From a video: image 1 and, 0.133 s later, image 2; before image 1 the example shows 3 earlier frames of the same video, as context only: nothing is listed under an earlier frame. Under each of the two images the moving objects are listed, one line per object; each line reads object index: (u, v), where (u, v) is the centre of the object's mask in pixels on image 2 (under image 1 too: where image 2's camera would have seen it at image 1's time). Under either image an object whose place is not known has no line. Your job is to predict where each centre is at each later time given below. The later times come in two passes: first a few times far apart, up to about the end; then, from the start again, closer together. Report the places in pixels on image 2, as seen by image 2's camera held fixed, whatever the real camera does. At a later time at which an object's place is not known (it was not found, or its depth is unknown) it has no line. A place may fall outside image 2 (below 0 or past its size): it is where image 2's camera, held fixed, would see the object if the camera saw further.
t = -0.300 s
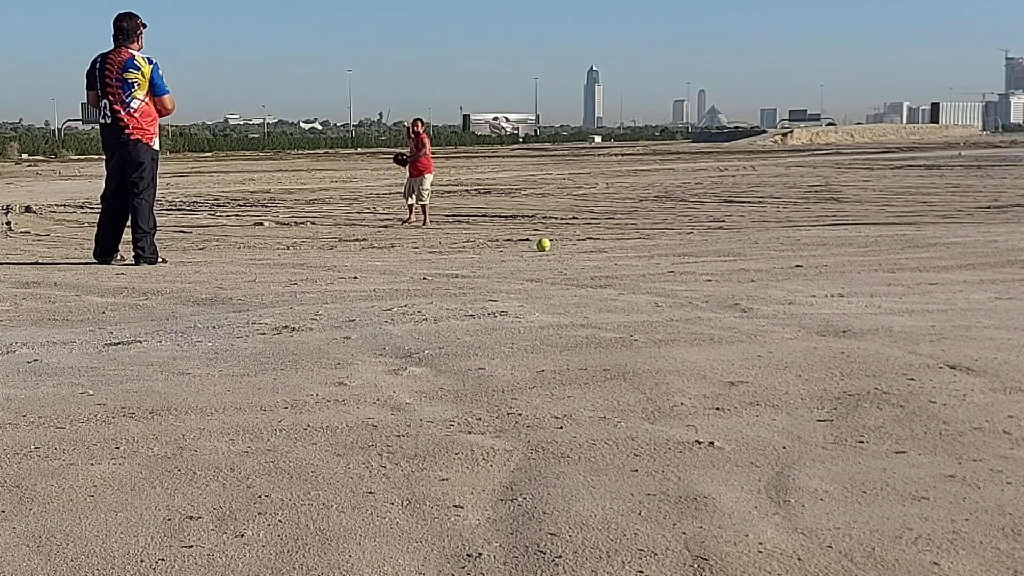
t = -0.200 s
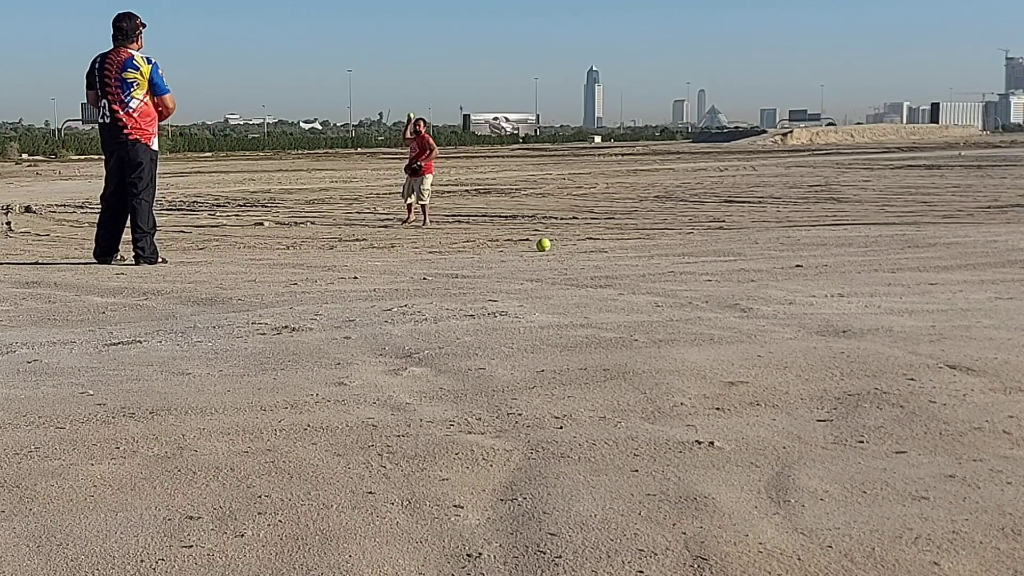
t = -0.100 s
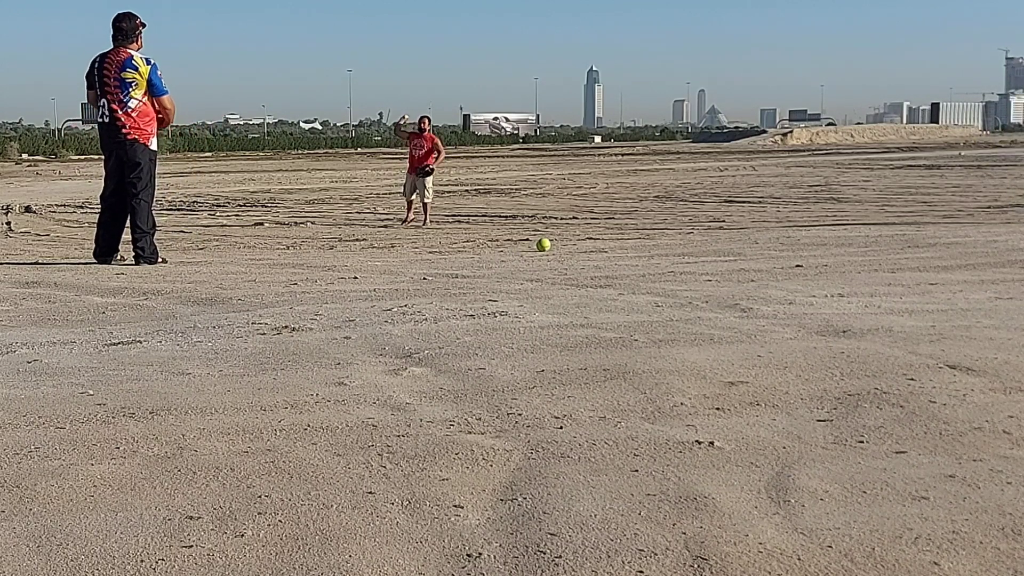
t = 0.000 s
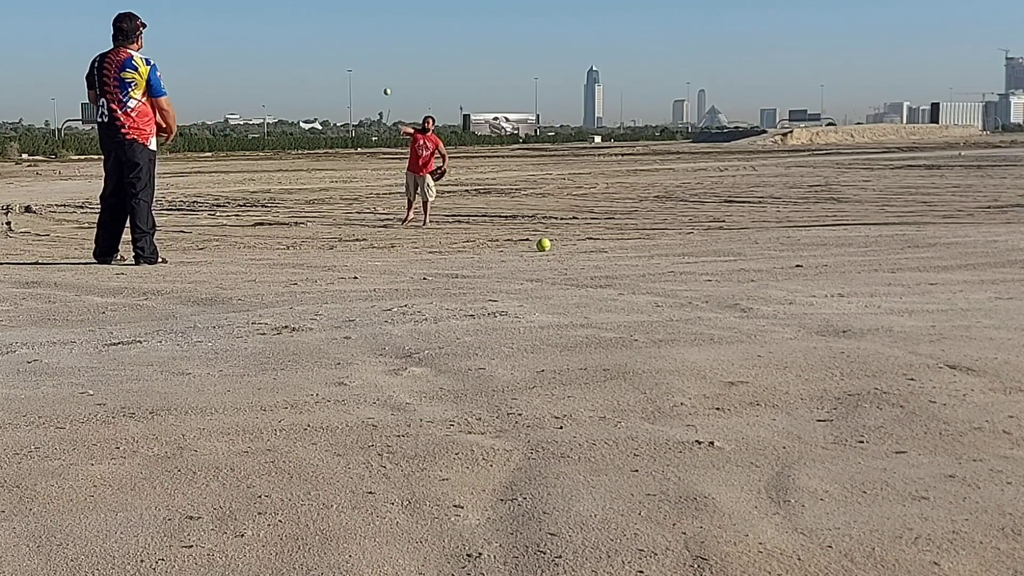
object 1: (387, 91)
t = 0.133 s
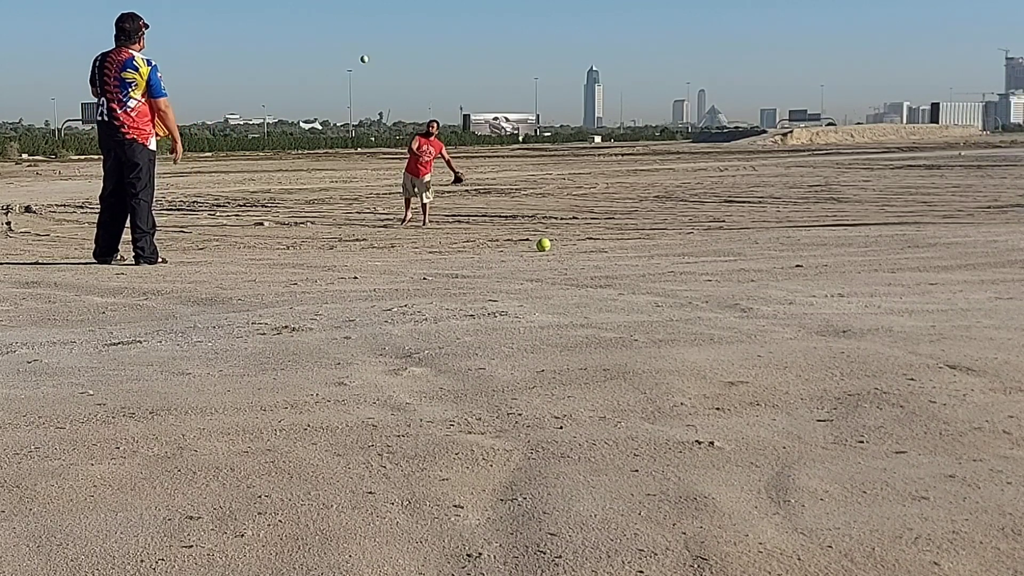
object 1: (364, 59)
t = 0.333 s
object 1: (322, 25)
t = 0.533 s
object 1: (266, 19)
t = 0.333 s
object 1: (322, 25)
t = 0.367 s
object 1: (314, 22)
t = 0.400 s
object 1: (305, 19)
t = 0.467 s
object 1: (287, 17)
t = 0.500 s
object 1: (277, 18)
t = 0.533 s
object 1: (266, 19)
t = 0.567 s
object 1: (255, 22)
